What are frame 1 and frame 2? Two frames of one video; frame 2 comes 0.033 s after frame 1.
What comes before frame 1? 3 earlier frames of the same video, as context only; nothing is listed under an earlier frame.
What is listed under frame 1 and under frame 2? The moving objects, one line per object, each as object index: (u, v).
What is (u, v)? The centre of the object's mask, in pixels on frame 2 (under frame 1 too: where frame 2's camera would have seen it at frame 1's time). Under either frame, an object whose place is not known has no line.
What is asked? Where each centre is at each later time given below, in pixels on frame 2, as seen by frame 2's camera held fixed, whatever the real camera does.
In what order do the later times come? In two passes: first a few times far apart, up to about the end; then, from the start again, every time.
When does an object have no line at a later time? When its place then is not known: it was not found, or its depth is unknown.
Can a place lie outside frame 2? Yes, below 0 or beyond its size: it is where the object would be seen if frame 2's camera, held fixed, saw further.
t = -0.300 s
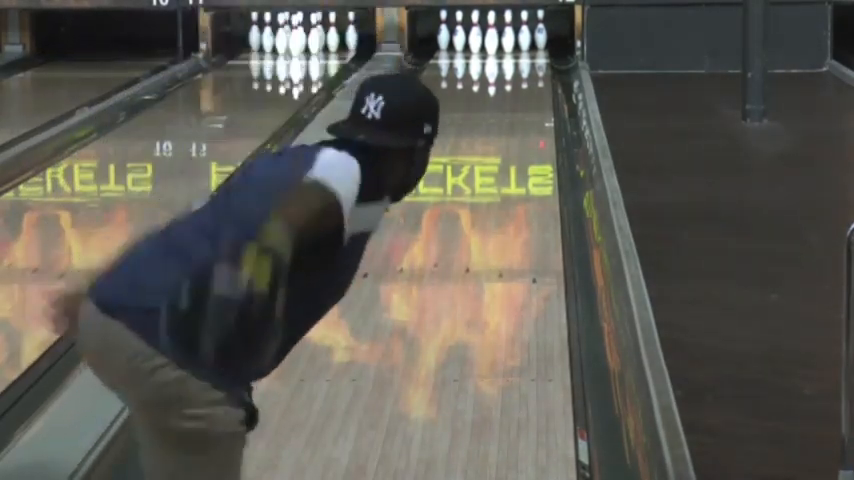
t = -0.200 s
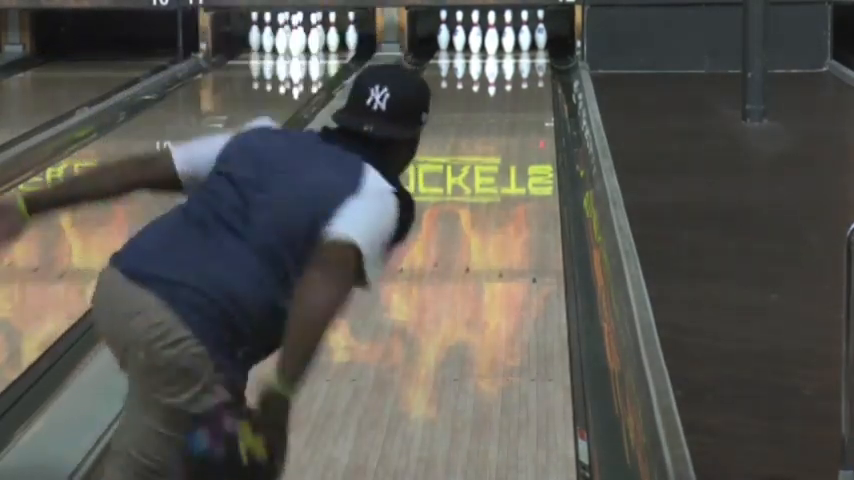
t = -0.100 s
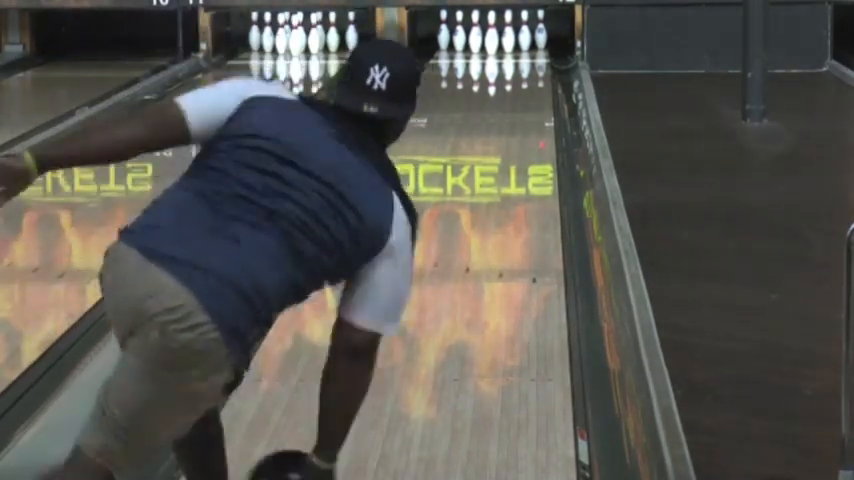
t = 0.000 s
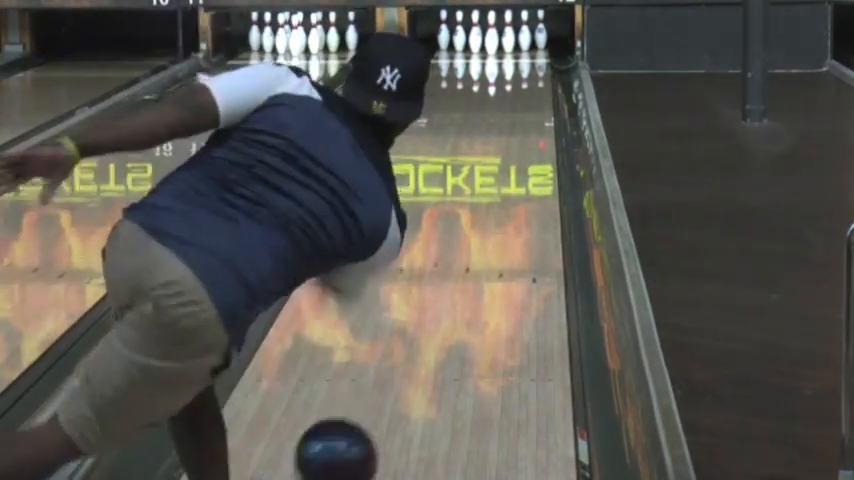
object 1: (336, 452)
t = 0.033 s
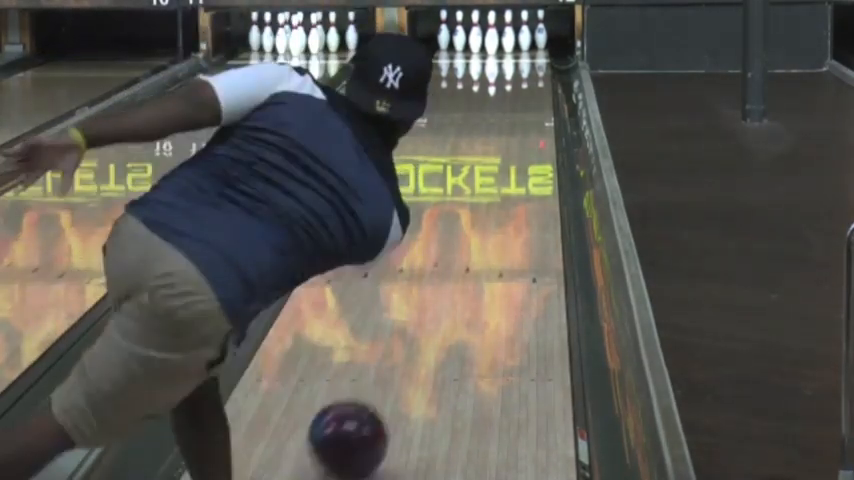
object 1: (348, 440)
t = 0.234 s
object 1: (404, 343)
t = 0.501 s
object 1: (453, 256)
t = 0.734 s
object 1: (481, 202)
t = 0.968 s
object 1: (502, 162)
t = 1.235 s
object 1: (517, 128)
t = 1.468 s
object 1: (524, 104)
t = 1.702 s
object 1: (525, 85)
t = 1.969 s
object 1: (518, 67)
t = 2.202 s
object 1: (504, 54)
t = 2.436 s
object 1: (488, 45)
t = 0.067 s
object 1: (359, 422)
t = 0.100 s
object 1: (369, 404)
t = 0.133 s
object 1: (379, 388)
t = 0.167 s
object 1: (388, 371)
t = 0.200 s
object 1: (396, 356)
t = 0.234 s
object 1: (404, 343)
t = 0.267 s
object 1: (412, 330)
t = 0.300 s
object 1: (419, 317)
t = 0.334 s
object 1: (425, 305)
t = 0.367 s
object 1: (431, 294)
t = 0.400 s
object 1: (437, 284)
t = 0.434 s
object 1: (443, 274)
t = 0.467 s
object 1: (448, 265)
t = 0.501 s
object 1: (453, 256)
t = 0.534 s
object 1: (458, 247)
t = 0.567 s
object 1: (462, 239)
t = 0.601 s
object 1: (466, 230)
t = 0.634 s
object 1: (470, 223)
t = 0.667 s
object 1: (474, 216)
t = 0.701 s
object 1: (478, 209)
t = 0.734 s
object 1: (481, 202)
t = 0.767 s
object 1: (485, 196)
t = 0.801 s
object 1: (488, 190)
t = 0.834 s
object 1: (491, 184)
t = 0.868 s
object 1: (494, 178)
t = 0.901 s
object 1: (497, 172)
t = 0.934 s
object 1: (499, 167)
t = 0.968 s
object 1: (502, 162)
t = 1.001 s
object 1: (504, 157)
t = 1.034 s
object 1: (506, 153)
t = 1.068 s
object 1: (508, 148)
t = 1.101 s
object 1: (511, 144)
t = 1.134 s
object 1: (512, 140)
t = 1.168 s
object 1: (514, 136)
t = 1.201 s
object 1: (516, 131)
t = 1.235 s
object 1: (517, 128)
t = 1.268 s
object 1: (518, 125)
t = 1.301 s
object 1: (520, 120)
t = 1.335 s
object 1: (521, 117)
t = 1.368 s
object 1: (522, 114)
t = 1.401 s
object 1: (522, 111)
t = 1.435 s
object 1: (523, 107)
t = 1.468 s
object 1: (524, 104)
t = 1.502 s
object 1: (524, 101)
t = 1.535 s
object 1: (525, 98)
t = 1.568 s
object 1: (525, 95)
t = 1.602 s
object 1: (525, 93)
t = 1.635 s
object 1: (525, 90)
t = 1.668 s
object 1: (525, 88)
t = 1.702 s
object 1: (525, 85)
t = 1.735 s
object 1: (525, 82)
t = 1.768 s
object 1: (524, 80)
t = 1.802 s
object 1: (524, 78)
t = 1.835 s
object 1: (523, 76)
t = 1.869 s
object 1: (522, 73)
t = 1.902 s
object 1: (521, 71)
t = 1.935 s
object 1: (520, 69)
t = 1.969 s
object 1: (518, 67)
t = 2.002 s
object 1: (516, 65)
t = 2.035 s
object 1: (515, 63)
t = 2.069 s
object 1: (513, 61)
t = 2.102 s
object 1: (511, 59)
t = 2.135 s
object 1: (509, 58)
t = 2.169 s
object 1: (507, 57)
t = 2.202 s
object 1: (504, 54)
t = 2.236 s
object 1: (502, 53)
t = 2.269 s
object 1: (499, 51)
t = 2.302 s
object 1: (497, 50)
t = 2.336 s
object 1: (494, 49)
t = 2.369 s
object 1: (492, 48)
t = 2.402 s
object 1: (490, 45)
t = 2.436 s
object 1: (488, 45)
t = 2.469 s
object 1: (486, 44)
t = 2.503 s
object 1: (484, 42)
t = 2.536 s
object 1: (483, 42)
